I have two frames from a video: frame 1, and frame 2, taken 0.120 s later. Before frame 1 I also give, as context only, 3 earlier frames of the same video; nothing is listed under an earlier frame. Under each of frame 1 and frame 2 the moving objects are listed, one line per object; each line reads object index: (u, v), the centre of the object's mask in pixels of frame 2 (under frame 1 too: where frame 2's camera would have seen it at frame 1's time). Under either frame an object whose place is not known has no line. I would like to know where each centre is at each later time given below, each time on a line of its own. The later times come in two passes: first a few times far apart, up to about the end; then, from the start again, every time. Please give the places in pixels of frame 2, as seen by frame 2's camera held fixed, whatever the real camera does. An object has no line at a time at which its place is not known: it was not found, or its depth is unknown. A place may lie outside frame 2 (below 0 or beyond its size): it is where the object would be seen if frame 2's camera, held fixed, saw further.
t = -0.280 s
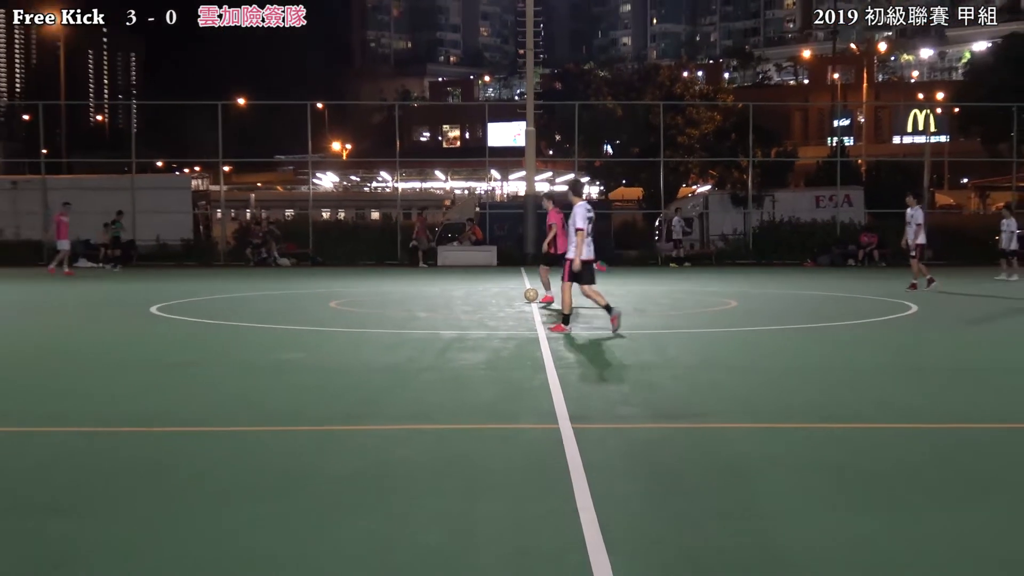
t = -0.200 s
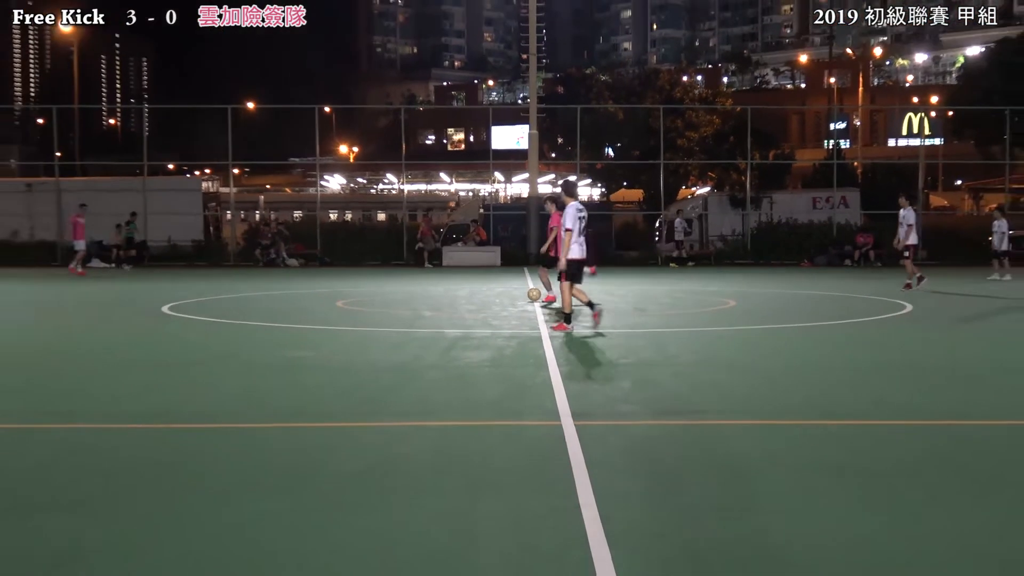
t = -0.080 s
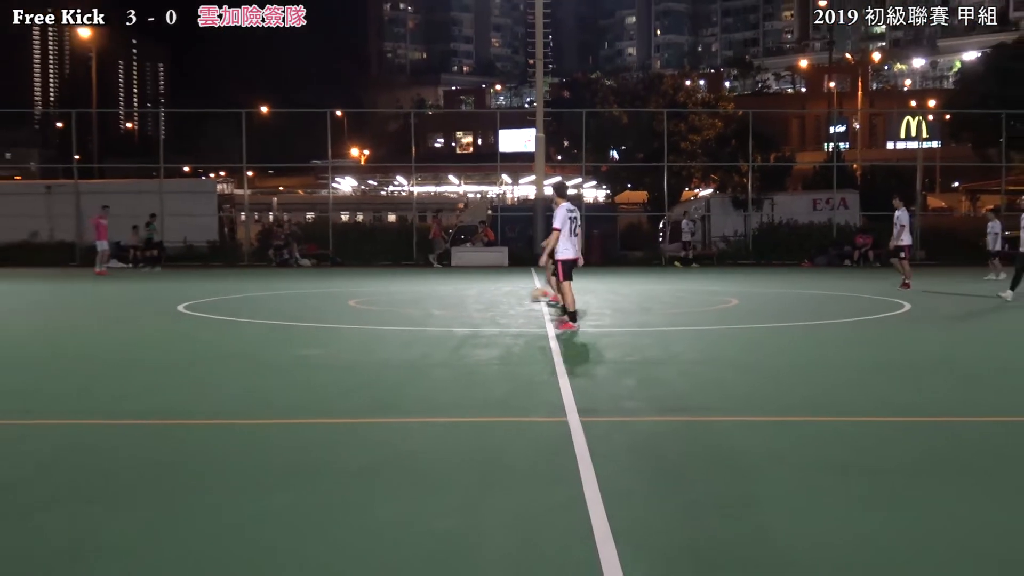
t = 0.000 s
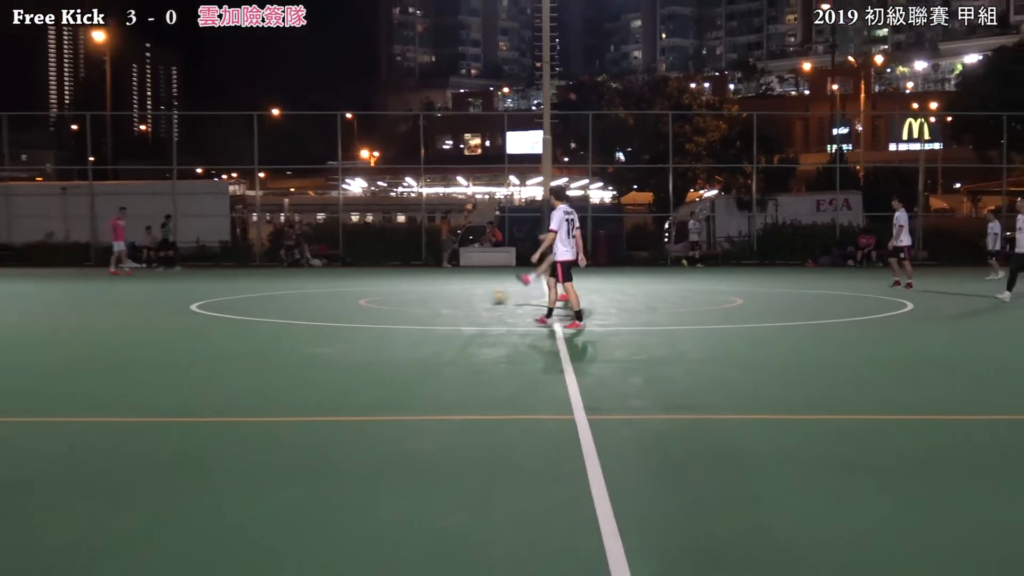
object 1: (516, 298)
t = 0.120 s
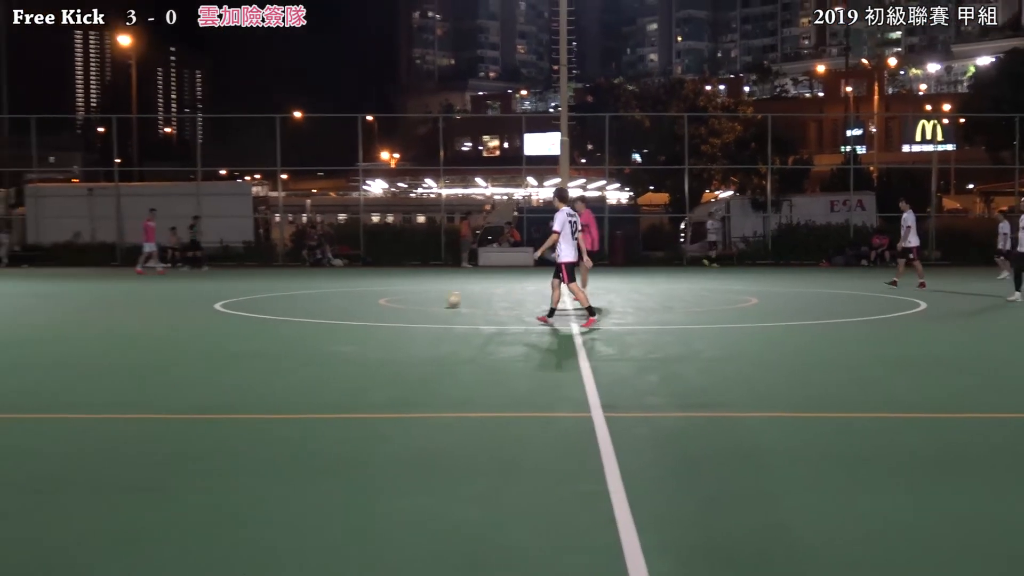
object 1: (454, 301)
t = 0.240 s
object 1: (393, 303)
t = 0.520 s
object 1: (270, 310)
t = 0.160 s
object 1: (433, 302)
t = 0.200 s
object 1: (412, 303)
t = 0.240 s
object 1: (393, 303)
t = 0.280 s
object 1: (376, 304)
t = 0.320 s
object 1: (357, 305)
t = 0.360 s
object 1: (337, 307)
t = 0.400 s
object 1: (321, 306)
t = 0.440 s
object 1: (304, 307)
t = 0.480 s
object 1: (287, 308)
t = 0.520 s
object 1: (270, 310)
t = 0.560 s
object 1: (252, 311)
